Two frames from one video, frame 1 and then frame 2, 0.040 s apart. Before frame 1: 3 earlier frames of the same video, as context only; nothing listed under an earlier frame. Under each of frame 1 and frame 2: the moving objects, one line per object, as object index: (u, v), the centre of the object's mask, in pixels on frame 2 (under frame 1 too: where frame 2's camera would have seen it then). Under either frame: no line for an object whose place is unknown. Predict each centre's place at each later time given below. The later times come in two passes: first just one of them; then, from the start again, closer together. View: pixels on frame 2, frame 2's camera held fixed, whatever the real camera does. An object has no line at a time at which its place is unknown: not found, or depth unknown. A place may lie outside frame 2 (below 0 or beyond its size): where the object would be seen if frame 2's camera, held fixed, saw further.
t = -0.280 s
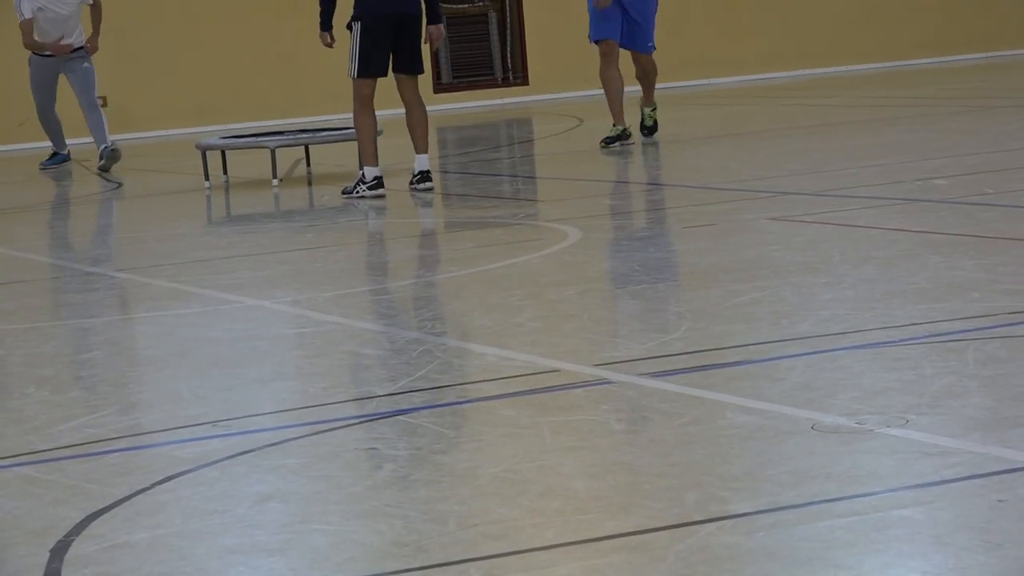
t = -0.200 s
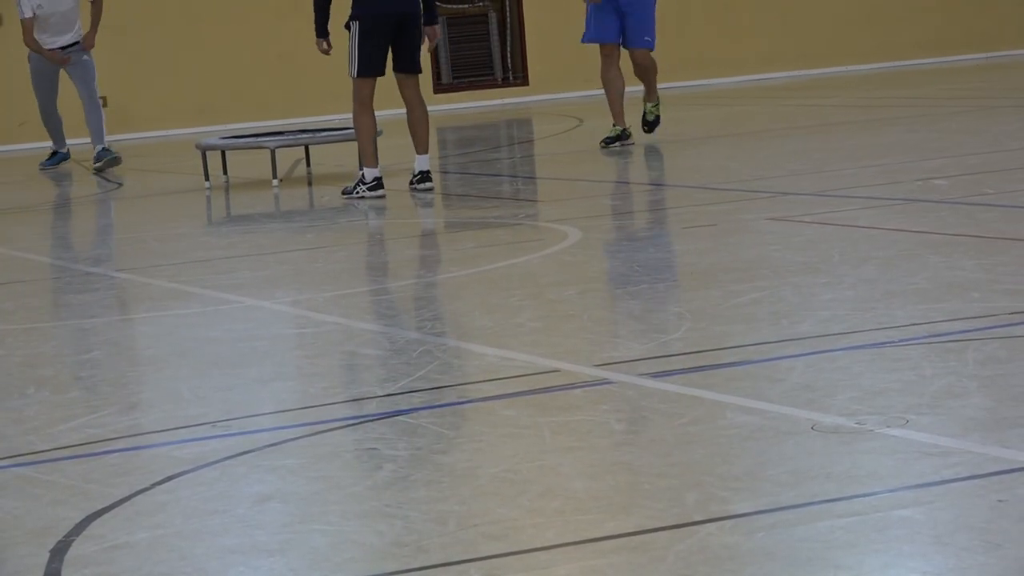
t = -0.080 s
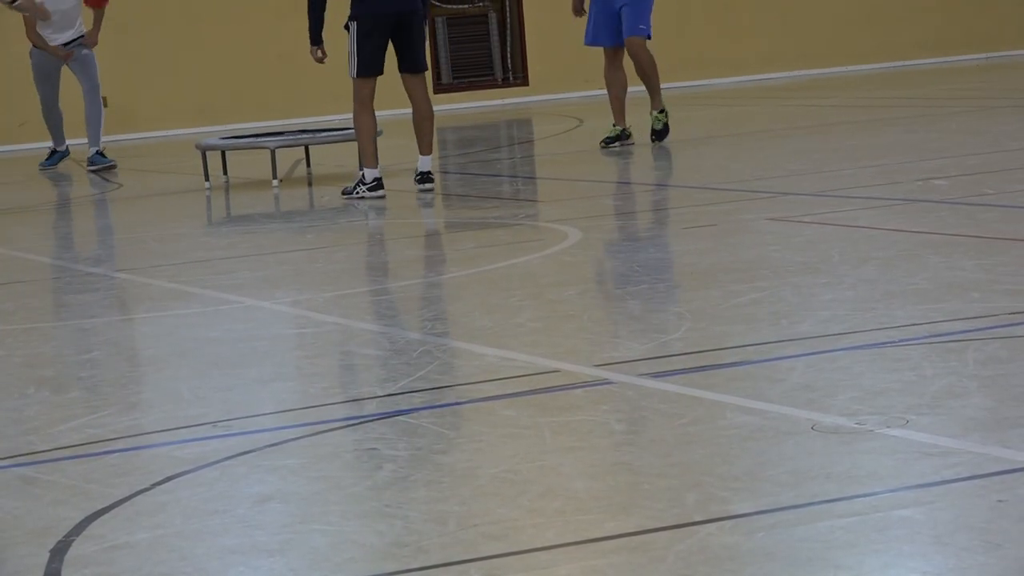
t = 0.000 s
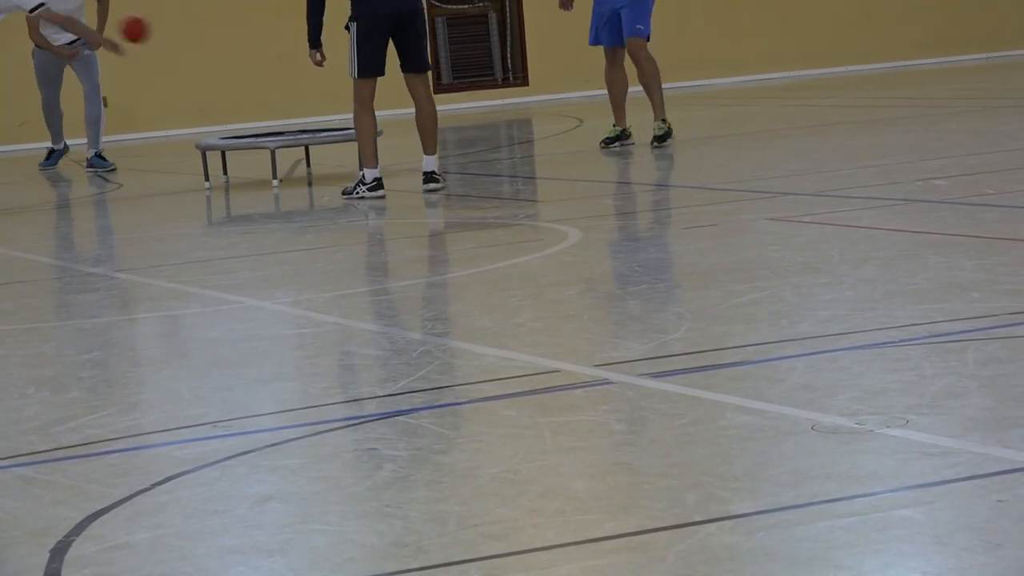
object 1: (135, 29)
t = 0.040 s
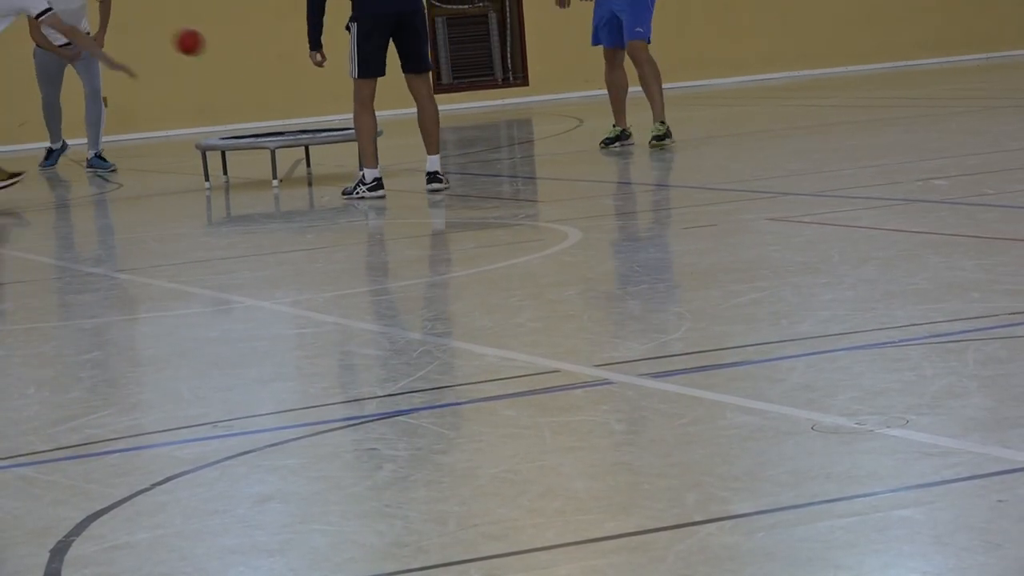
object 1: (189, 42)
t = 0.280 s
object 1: (494, 139)
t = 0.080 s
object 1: (244, 57)
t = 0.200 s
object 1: (408, 120)
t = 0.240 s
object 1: (465, 146)
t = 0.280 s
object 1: (494, 139)
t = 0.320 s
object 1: (518, 119)
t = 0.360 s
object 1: (544, 100)
